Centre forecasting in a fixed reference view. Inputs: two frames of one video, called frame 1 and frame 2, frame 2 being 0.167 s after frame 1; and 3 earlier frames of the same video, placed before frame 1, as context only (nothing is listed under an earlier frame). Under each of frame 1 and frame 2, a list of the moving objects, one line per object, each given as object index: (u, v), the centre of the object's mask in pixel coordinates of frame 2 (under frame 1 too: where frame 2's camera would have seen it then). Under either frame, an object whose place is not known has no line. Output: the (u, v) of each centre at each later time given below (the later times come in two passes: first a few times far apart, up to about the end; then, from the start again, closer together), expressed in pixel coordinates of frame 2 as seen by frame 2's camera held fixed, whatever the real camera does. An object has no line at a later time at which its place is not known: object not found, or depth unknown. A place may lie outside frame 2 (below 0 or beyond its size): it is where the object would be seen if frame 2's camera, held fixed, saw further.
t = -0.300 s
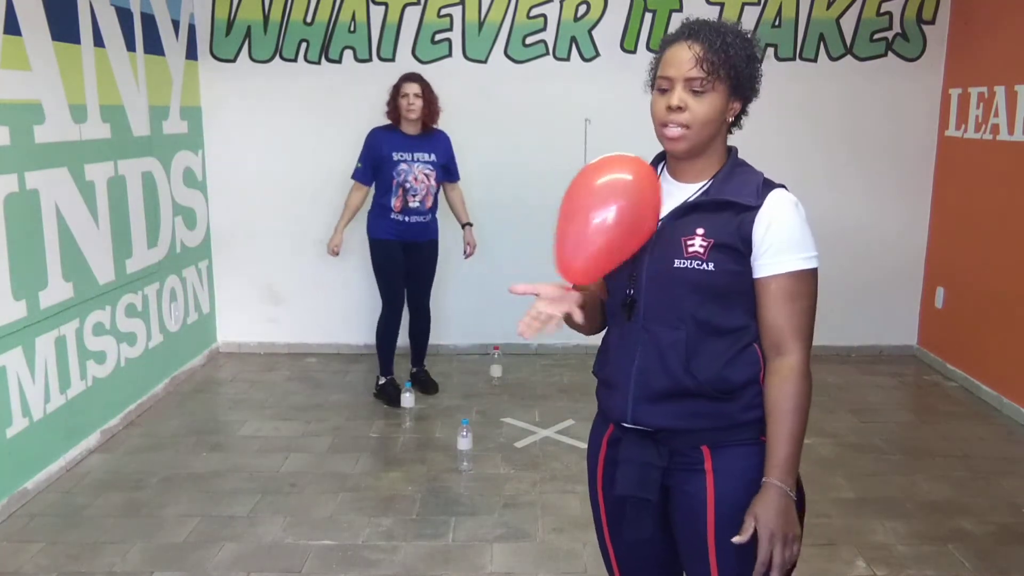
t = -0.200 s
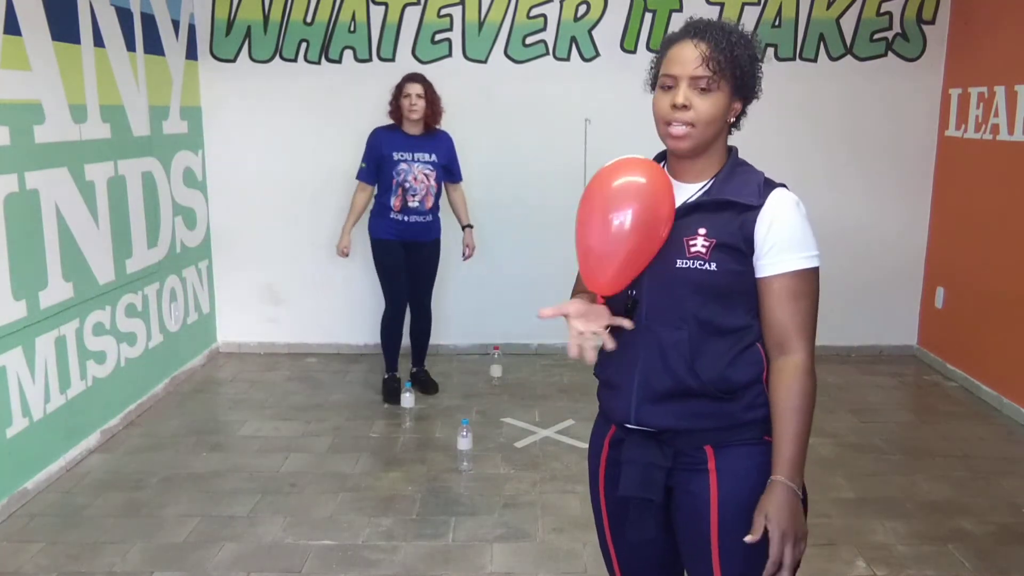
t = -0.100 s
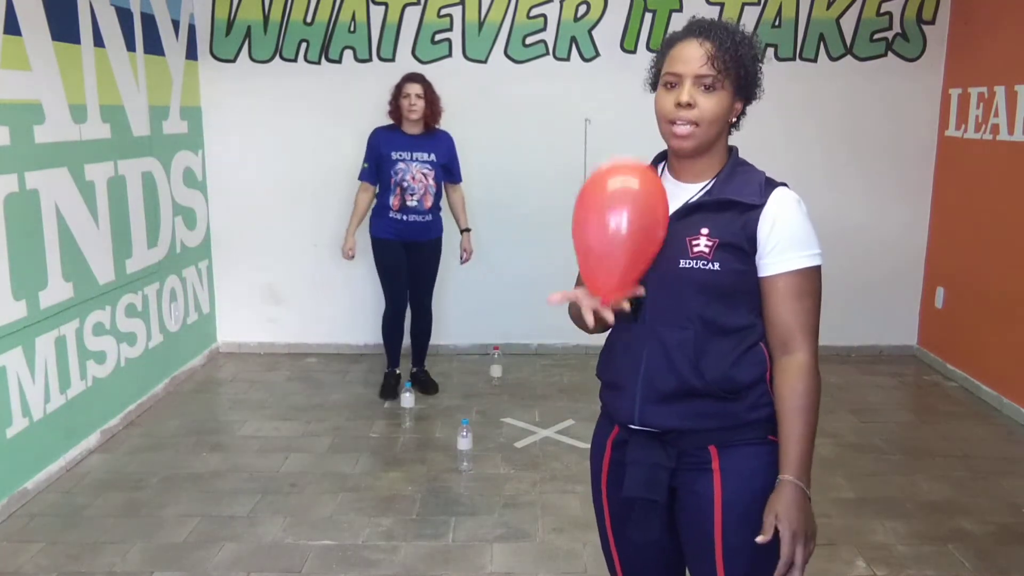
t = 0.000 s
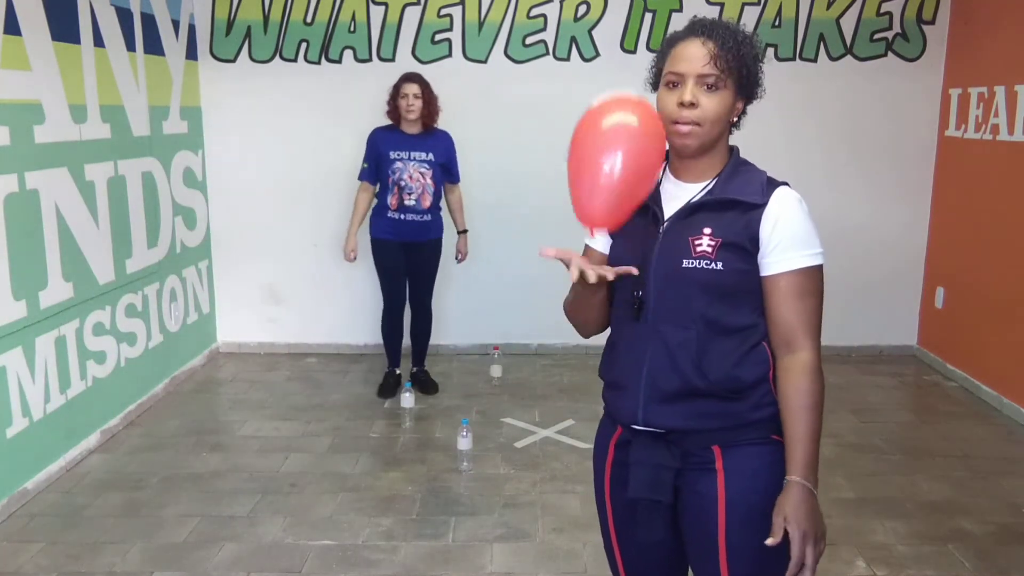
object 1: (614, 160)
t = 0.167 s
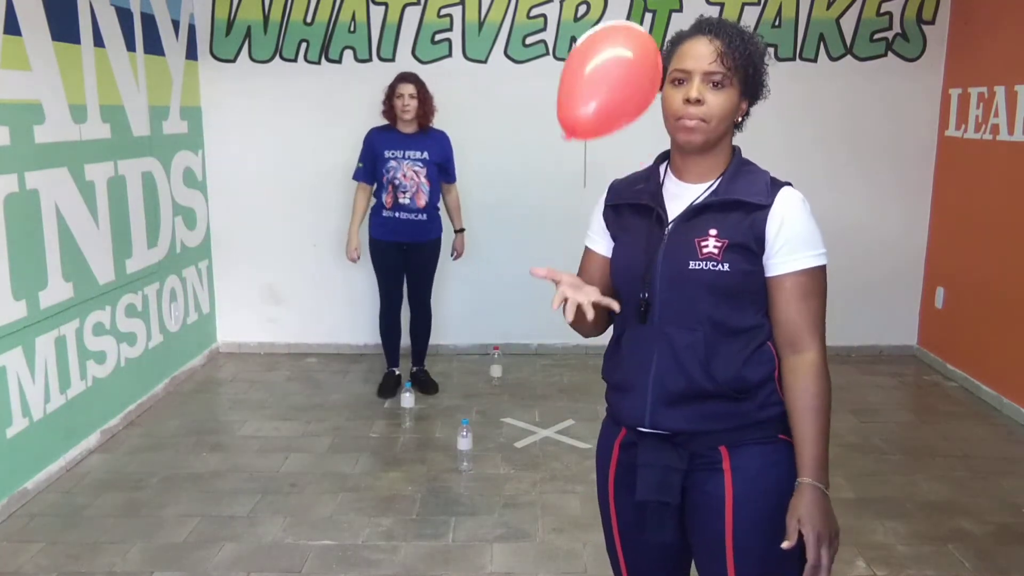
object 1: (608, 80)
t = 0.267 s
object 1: (605, 55)
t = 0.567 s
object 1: (589, 56)
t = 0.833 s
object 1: (576, 141)
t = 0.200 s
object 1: (607, 69)
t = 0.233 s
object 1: (607, 61)
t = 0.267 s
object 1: (605, 55)
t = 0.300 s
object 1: (604, 50)
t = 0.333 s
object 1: (602, 47)
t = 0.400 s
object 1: (599, 45)
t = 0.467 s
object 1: (595, 46)
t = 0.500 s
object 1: (593, 48)
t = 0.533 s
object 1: (591, 52)
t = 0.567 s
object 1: (589, 56)
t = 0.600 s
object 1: (587, 61)
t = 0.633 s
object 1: (585, 66)
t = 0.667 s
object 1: (583, 75)
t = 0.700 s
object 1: (581, 86)
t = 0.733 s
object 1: (579, 97)
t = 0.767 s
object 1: (578, 111)
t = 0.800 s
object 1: (577, 125)
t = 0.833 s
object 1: (576, 141)
